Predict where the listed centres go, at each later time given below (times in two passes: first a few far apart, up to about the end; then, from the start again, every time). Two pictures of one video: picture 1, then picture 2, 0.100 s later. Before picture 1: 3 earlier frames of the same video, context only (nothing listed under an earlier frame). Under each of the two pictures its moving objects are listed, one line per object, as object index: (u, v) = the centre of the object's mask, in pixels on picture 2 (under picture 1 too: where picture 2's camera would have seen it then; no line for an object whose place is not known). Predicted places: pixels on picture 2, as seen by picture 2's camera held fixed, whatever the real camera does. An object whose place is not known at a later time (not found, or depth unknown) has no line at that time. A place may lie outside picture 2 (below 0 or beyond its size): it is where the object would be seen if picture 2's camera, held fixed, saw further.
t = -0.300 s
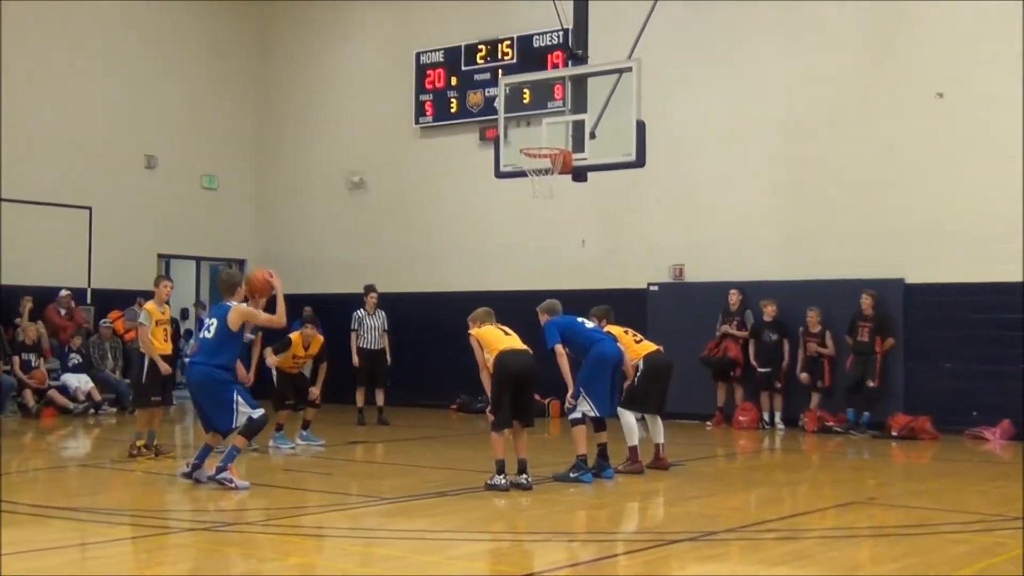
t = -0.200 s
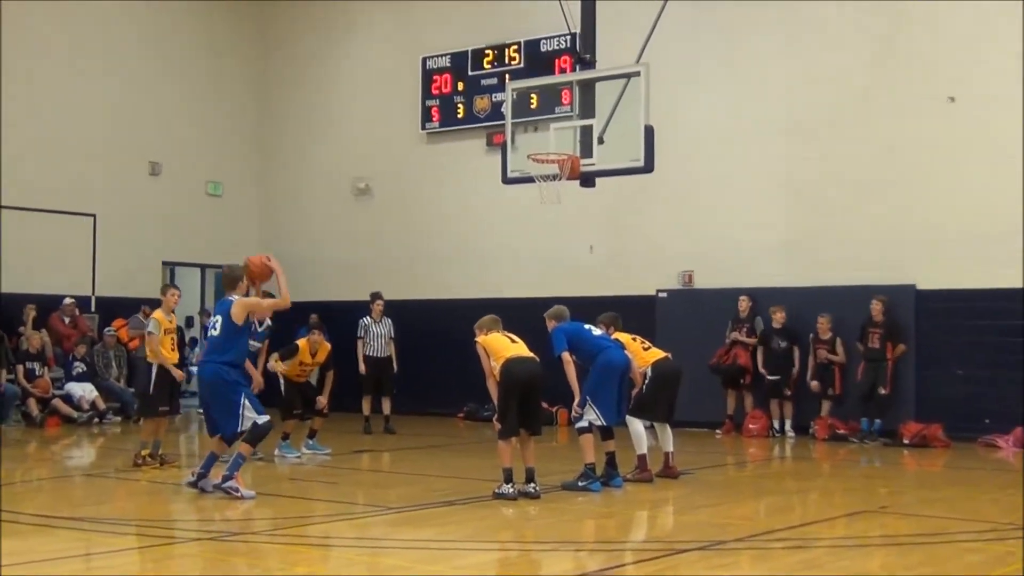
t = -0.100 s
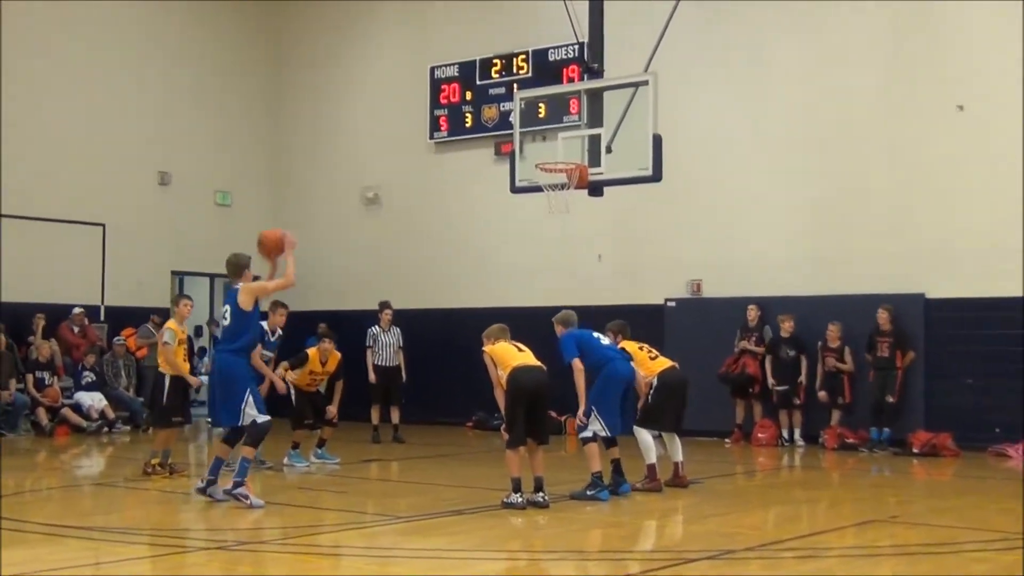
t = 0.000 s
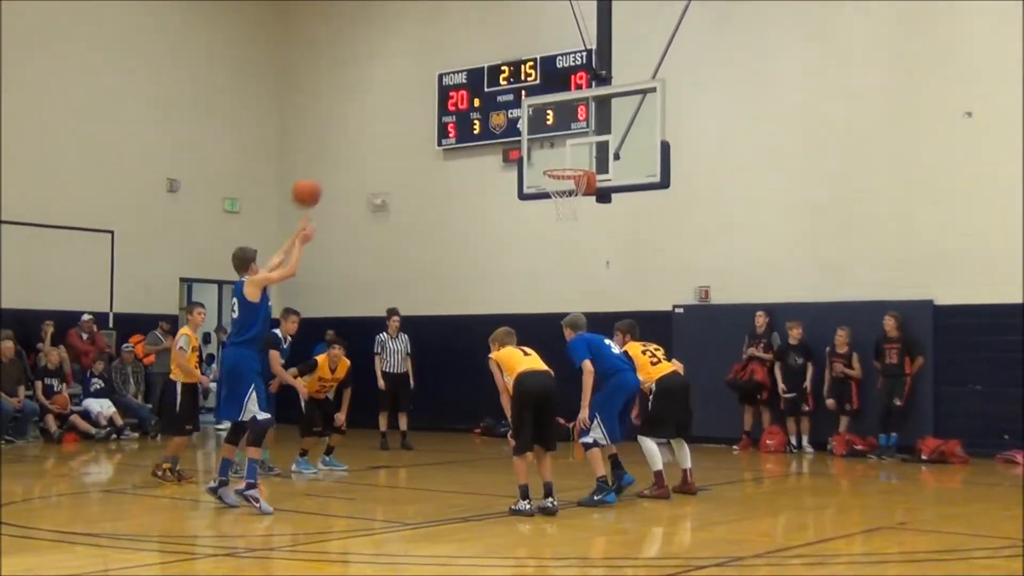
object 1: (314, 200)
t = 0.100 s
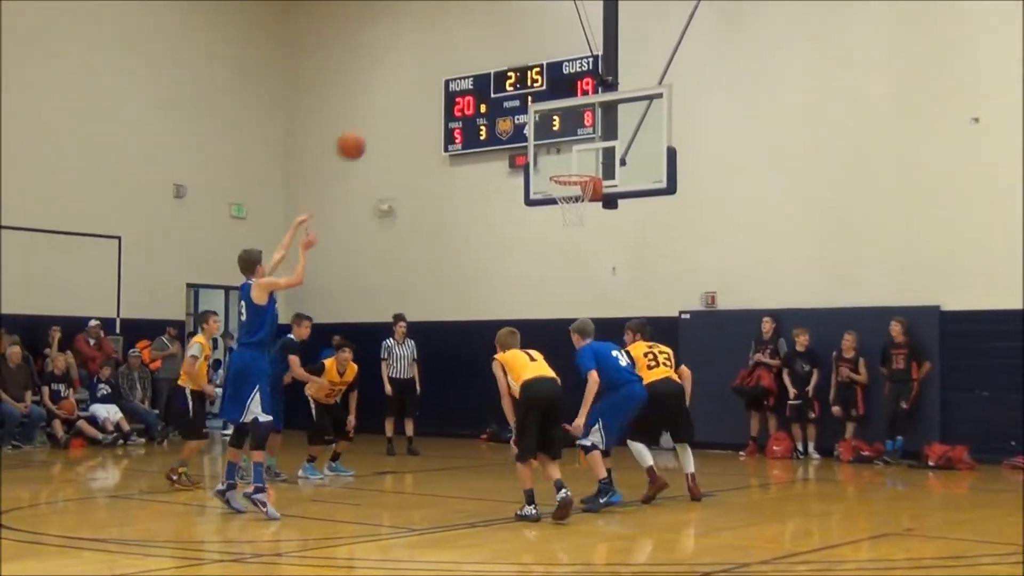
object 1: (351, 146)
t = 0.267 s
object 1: (409, 89)
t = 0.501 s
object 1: (479, 66)
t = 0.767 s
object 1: (548, 107)
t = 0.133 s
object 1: (363, 131)
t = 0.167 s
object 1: (375, 119)
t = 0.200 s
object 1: (386, 108)
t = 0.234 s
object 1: (397, 98)
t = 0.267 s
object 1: (409, 89)
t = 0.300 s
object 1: (419, 82)
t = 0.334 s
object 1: (430, 76)
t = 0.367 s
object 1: (440, 72)
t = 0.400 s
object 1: (451, 70)
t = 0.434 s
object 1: (461, 68)
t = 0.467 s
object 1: (470, 67)
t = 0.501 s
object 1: (479, 66)
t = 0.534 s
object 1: (488, 68)
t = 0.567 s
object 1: (497, 71)
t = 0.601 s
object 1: (507, 75)
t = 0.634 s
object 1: (515, 80)
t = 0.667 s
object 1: (524, 84)
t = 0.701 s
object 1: (531, 91)
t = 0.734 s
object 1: (540, 98)
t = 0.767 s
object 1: (548, 107)
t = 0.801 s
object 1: (556, 116)
